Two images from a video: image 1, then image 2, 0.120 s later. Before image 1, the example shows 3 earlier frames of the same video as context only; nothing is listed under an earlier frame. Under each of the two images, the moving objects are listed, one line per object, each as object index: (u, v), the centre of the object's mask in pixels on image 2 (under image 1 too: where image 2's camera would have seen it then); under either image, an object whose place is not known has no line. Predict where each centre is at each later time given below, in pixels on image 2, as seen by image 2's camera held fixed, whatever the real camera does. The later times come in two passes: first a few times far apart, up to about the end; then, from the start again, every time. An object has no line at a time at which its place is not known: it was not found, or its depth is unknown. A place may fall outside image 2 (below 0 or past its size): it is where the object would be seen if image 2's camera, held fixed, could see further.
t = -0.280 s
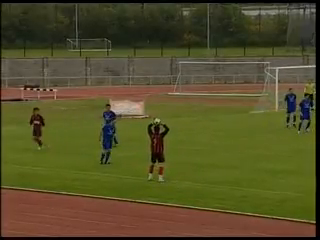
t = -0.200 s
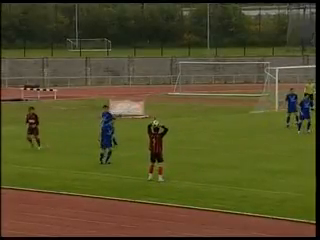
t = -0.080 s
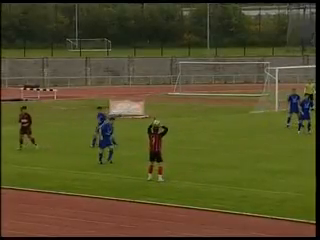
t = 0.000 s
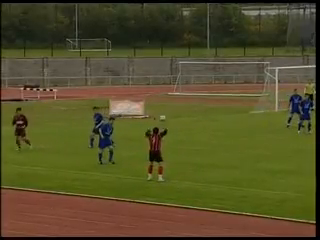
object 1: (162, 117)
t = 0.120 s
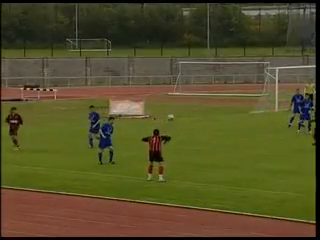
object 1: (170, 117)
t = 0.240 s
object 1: (177, 120)
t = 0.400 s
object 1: (185, 130)
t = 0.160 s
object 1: (172, 118)
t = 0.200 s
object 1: (175, 119)
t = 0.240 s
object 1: (177, 120)
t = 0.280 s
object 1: (179, 122)
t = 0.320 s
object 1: (182, 124)
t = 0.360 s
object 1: (183, 127)
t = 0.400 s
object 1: (185, 130)
